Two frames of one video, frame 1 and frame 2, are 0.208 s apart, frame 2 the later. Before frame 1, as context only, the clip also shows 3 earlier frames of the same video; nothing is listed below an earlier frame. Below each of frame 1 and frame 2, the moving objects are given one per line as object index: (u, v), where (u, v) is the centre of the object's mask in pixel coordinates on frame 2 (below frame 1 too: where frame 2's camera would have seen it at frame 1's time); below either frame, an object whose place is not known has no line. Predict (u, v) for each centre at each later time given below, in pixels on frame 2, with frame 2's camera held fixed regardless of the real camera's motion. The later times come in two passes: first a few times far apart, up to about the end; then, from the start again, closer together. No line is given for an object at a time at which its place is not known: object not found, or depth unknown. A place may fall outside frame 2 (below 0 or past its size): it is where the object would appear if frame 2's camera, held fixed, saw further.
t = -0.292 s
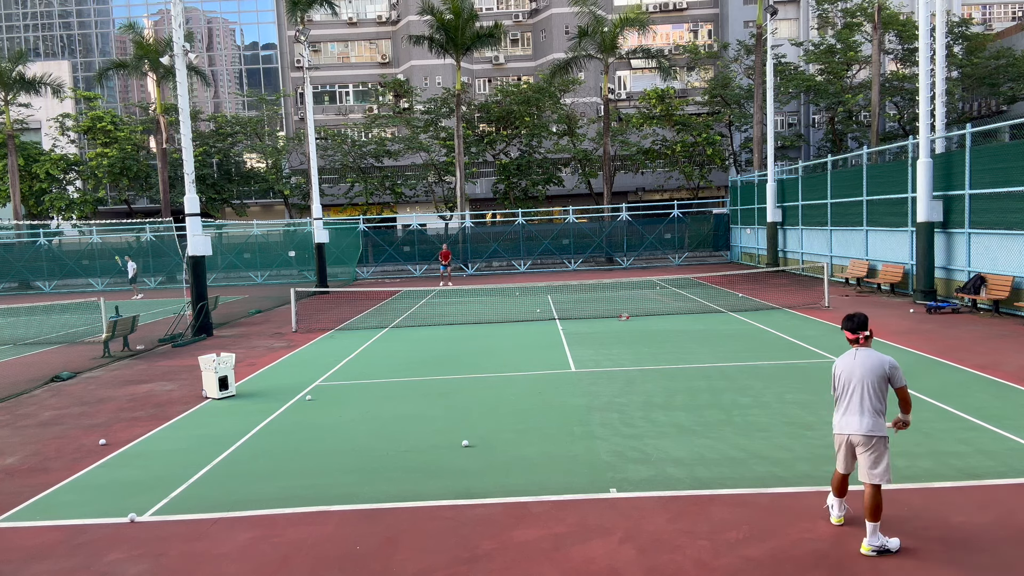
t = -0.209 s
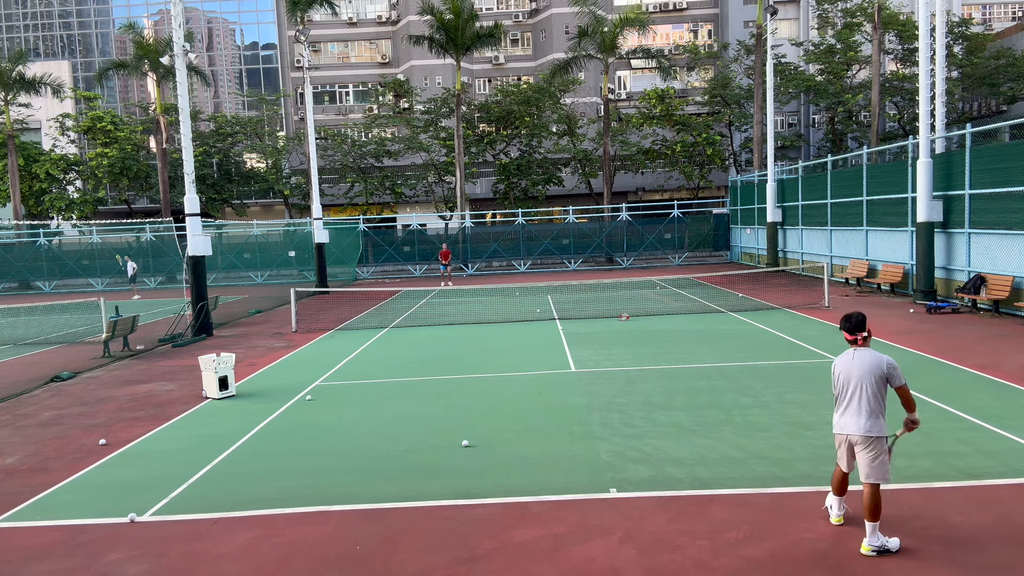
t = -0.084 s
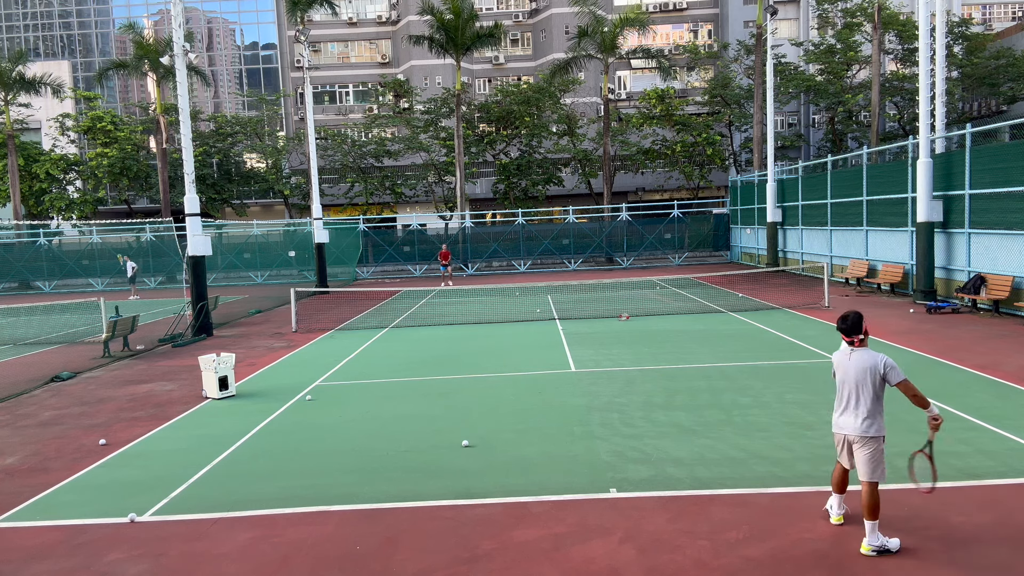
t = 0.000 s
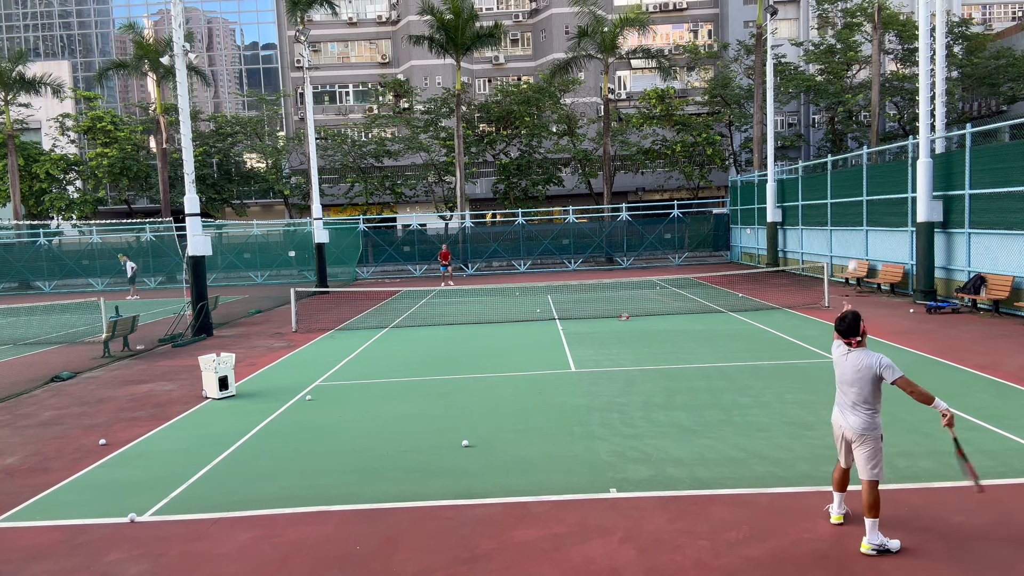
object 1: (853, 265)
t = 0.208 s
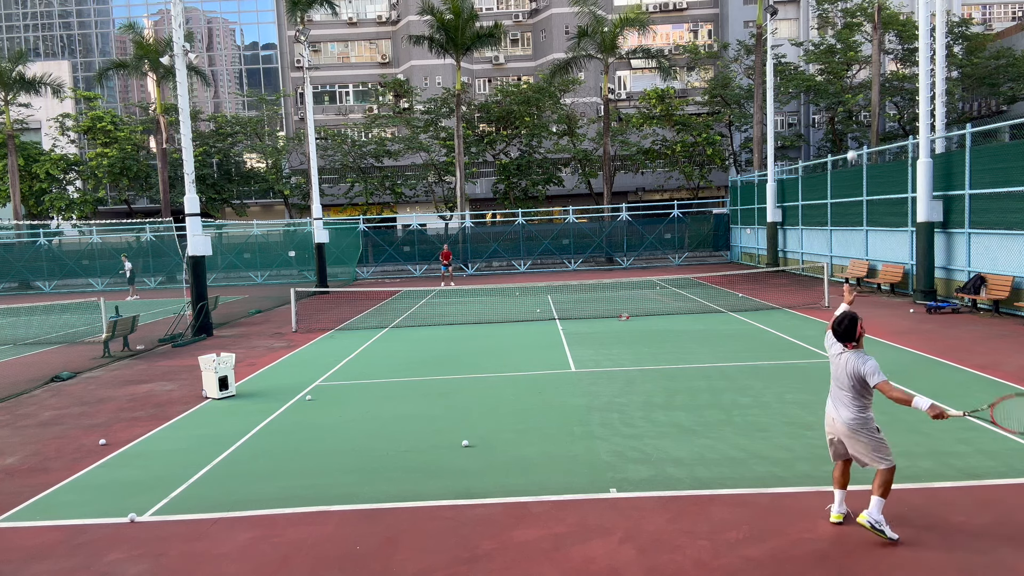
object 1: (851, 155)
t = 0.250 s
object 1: (852, 140)
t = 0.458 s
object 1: (850, 94)
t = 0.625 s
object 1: (850, 98)
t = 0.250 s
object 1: (852, 140)
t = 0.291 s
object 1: (851, 127)
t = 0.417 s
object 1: (850, 99)
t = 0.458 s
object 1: (850, 94)
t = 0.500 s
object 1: (850, 92)
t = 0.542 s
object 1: (850, 92)
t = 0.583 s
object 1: (850, 94)
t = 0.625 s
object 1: (850, 98)
